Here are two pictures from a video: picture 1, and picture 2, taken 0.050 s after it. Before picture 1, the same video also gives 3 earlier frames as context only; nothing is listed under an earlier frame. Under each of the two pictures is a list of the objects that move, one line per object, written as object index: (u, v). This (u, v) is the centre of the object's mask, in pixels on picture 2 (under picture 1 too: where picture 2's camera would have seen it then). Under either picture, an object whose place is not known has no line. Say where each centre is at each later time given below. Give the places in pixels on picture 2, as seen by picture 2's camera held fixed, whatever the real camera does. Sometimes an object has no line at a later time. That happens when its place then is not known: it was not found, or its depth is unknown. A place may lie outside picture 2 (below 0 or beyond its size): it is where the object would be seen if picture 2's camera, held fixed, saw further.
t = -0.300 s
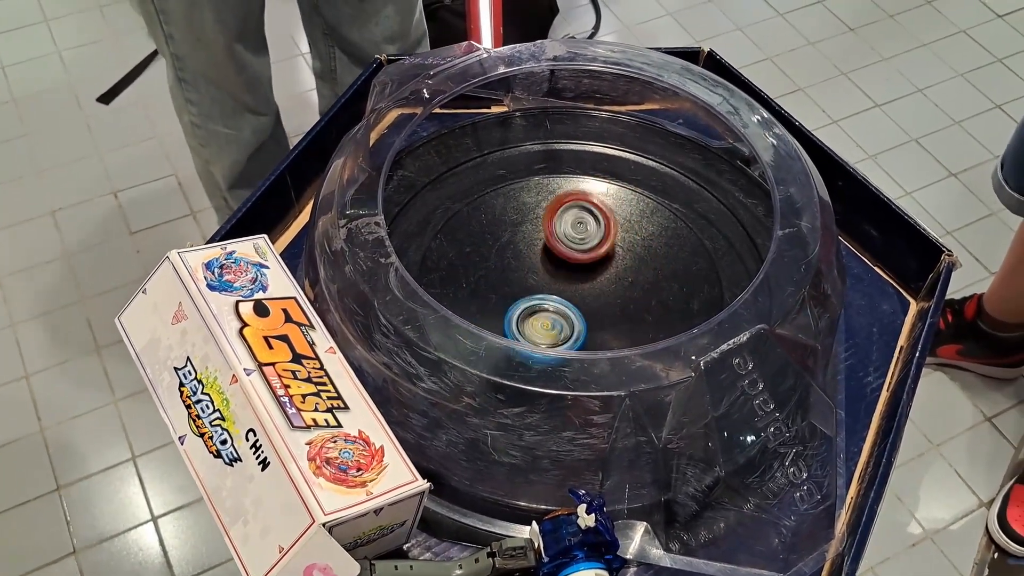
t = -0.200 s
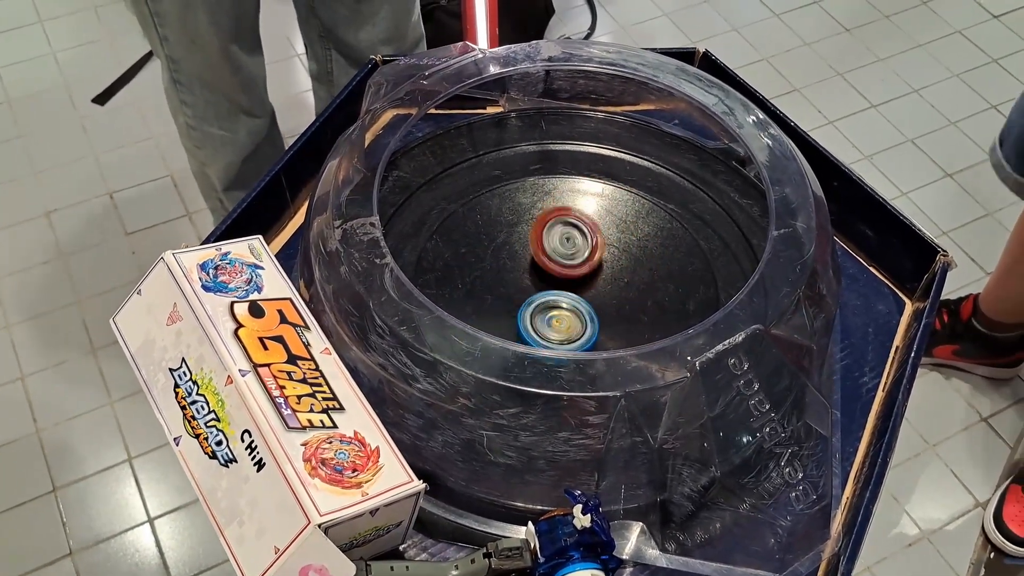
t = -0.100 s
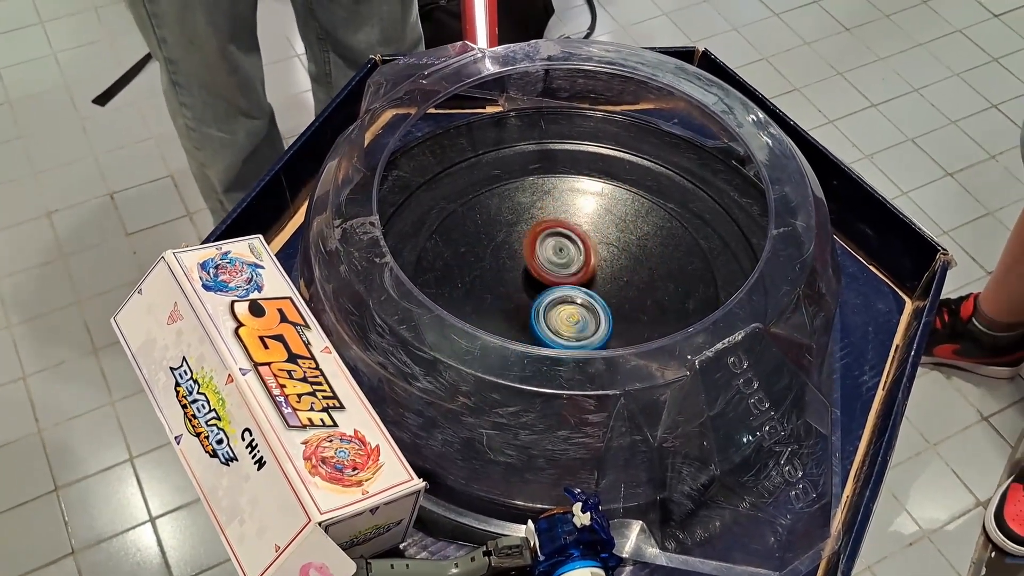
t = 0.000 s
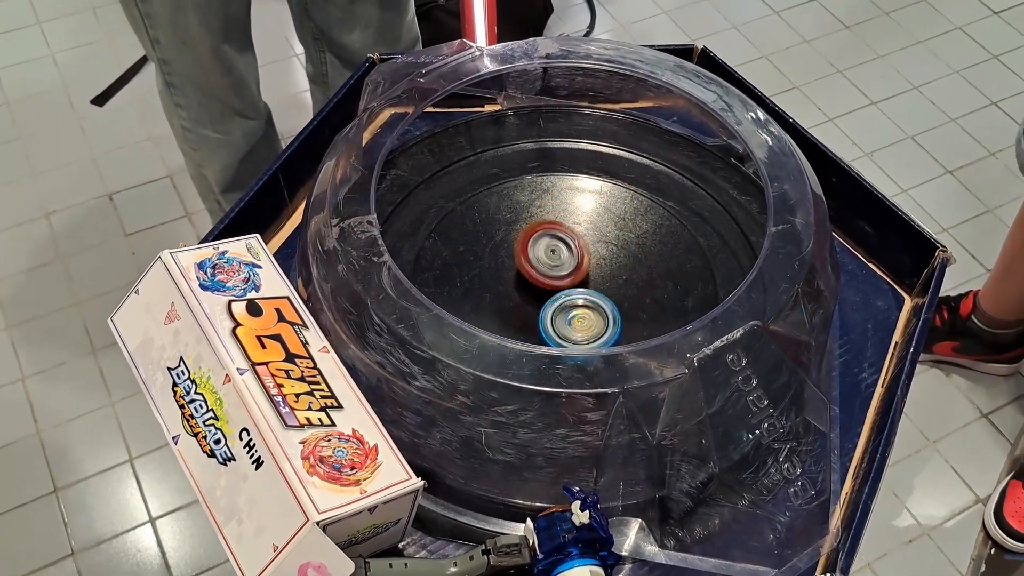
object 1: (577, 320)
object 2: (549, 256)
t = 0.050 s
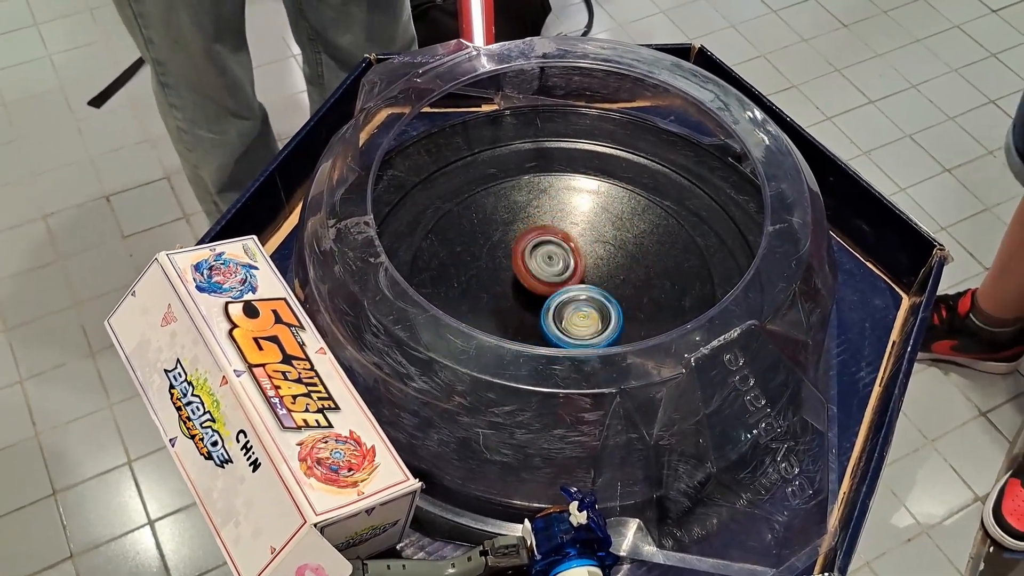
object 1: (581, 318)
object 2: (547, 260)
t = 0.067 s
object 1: (584, 317)
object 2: (547, 261)
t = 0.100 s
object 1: (589, 318)
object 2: (544, 262)
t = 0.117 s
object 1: (592, 319)
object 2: (542, 262)
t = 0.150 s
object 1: (594, 318)
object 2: (541, 263)
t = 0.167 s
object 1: (594, 318)
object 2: (540, 265)
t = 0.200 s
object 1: (595, 316)
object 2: (539, 267)
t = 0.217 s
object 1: (594, 316)
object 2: (539, 268)
